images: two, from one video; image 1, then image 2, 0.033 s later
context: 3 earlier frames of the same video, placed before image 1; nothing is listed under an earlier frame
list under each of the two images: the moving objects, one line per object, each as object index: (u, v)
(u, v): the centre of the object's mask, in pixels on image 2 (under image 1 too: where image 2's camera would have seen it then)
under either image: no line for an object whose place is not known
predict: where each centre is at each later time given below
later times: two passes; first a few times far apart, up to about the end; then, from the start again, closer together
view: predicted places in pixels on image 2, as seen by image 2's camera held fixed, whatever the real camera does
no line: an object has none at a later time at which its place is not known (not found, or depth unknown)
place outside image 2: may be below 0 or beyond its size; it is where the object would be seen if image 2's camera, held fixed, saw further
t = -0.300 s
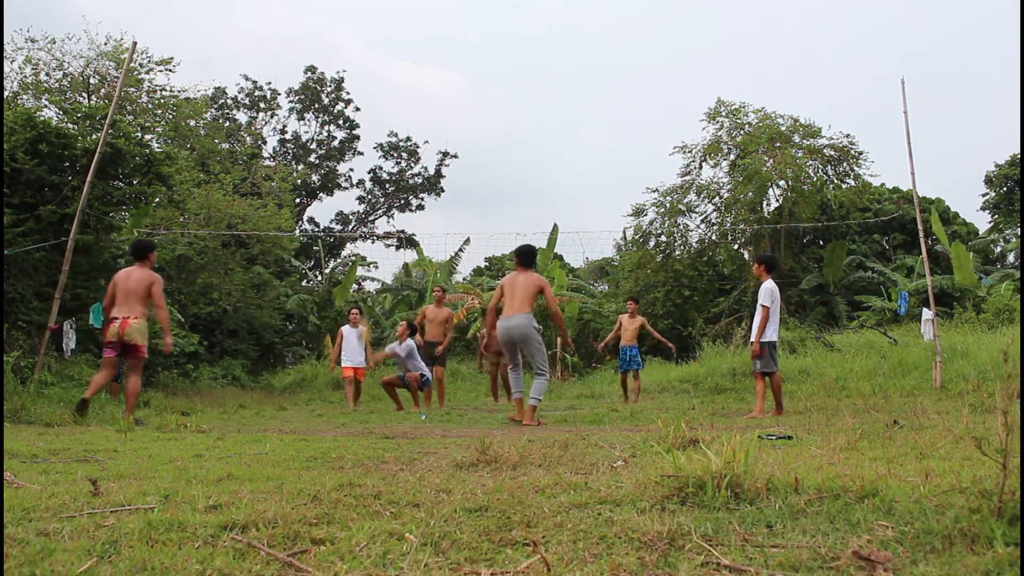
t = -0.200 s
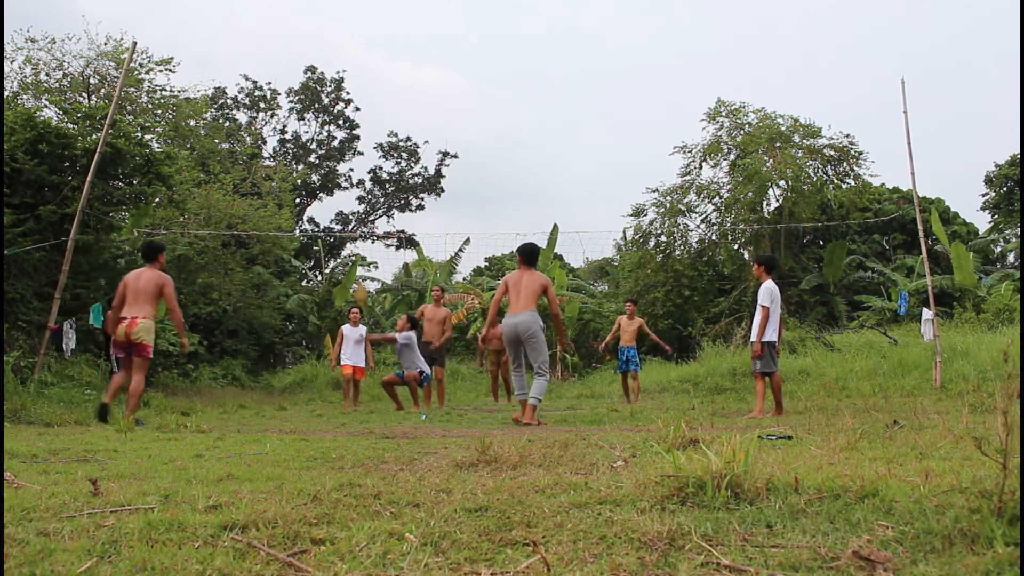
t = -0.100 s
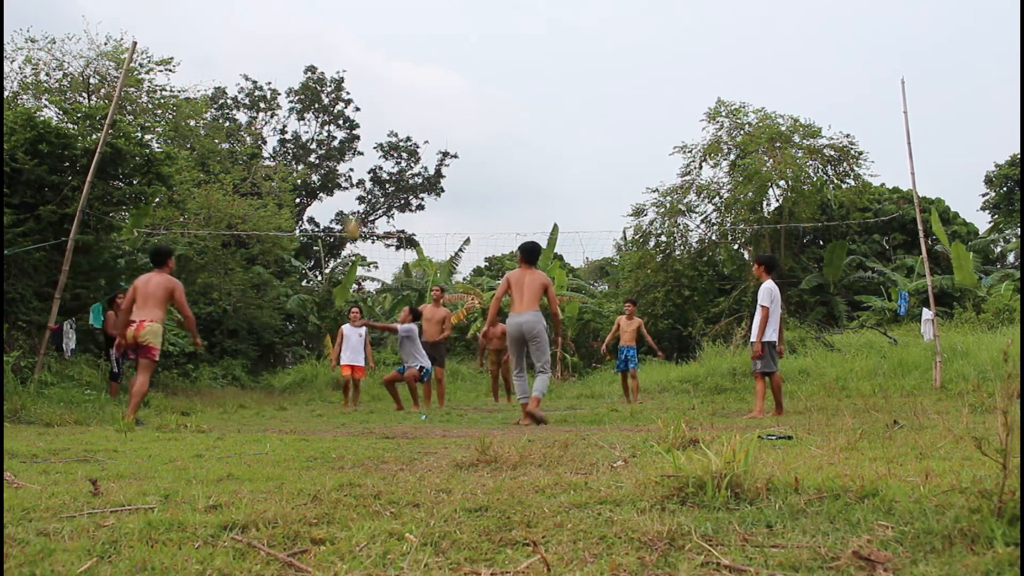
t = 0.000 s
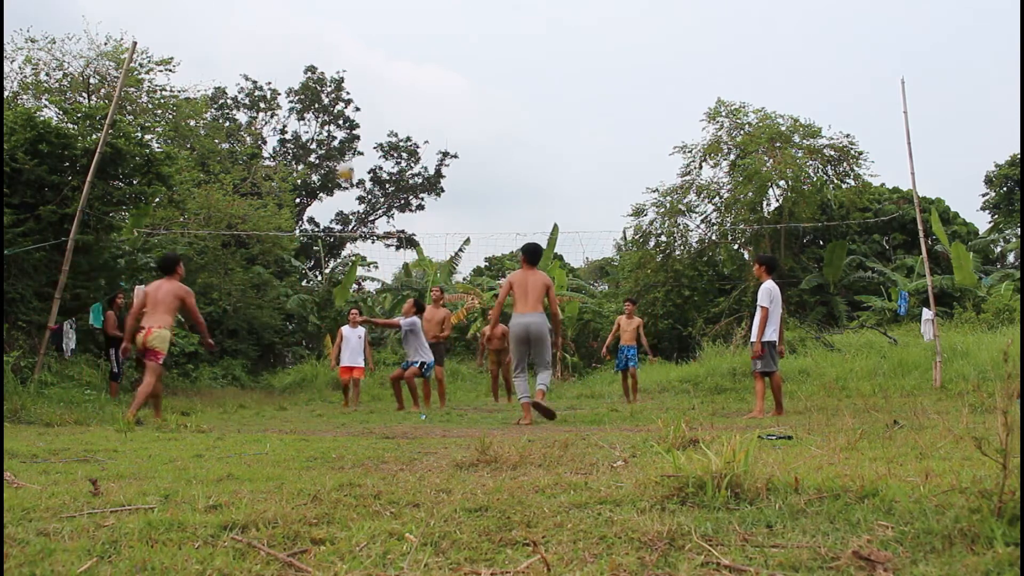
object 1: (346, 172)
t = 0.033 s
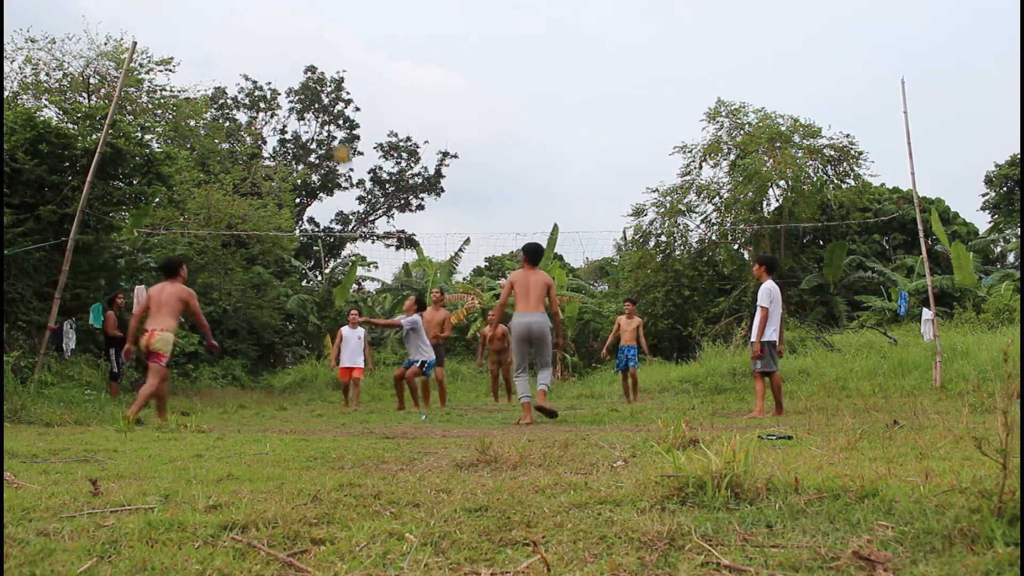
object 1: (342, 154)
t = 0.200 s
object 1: (332, 87)
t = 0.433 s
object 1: (315, 34)
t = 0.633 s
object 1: (302, 24)
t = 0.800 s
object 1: (290, 40)
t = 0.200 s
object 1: (332, 87)
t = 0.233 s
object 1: (328, 78)
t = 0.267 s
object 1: (327, 68)
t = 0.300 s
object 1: (324, 59)
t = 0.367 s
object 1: (320, 45)
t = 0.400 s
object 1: (318, 39)
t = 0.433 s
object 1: (315, 34)
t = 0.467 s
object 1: (313, 30)
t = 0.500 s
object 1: (311, 27)
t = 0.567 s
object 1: (306, 23)
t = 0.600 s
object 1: (304, 23)
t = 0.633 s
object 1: (302, 24)
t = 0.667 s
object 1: (300, 25)
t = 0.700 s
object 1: (297, 28)
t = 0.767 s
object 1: (293, 35)
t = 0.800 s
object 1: (290, 40)
